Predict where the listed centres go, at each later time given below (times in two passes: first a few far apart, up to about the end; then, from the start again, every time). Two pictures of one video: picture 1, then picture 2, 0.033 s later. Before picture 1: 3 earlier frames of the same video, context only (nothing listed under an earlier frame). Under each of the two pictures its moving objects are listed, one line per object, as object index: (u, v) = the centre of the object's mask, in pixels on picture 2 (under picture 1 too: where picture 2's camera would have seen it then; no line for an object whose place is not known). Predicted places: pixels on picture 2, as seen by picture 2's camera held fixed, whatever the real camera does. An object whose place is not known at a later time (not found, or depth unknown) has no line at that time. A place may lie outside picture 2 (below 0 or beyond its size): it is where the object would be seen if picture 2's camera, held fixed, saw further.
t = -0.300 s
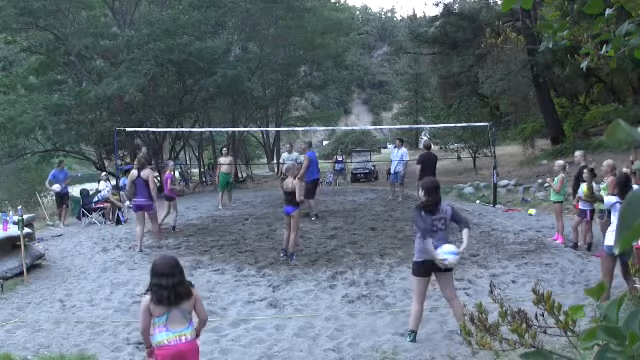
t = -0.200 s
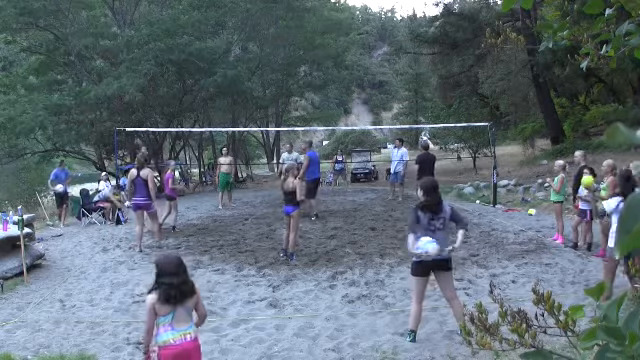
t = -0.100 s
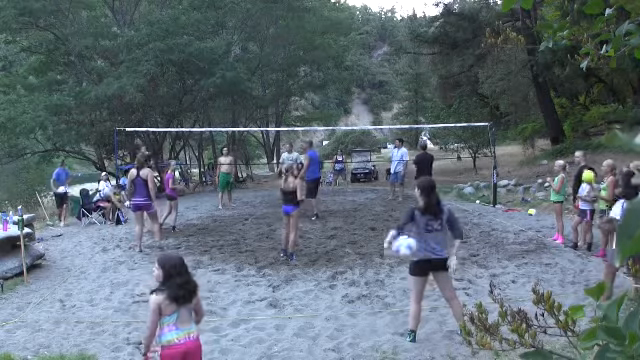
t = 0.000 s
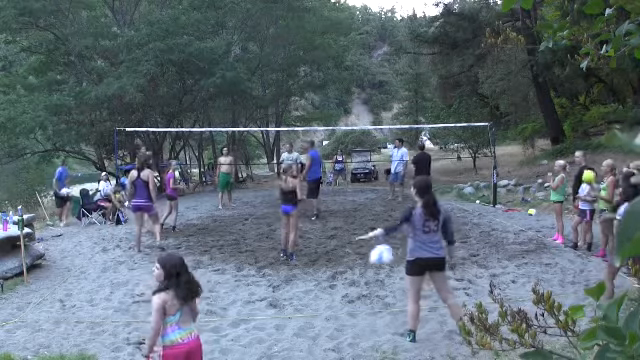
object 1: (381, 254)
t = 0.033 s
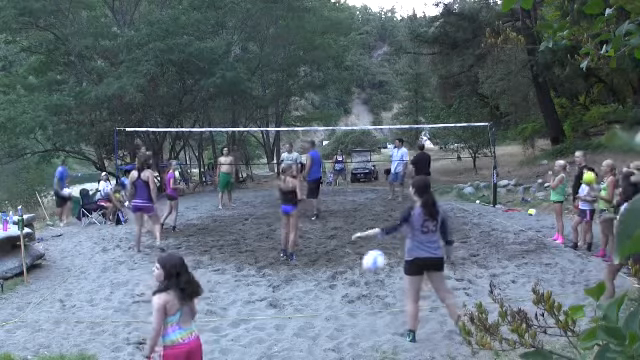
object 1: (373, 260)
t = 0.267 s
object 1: (325, 329)
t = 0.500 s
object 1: (285, 326)
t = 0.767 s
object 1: (253, 318)
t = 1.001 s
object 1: (234, 316)
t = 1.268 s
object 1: (219, 313)
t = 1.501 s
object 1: (208, 313)
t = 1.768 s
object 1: (197, 312)
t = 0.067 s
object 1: (366, 267)
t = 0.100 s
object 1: (360, 275)
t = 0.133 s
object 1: (353, 283)
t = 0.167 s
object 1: (346, 293)
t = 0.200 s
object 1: (338, 304)
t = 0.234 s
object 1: (332, 316)
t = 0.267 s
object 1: (325, 329)
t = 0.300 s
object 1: (318, 336)
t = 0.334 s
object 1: (312, 333)
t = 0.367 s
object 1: (307, 328)
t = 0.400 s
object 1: (301, 326)
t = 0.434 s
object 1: (296, 325)
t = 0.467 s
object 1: (290, 325)
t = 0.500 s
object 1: (285, 326)
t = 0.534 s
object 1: (281, 326)
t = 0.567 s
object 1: (277, 324)
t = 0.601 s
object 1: (272, 323)
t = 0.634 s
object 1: (268, 321)
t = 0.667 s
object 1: (264, 321)
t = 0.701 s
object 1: (260, 321)
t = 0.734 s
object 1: (257, 320)
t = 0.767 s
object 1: (253, 318)
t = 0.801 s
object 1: (250, 317)
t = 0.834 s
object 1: (247, 317)
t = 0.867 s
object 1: (245, 317)
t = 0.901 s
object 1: (242, 316)
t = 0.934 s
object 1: (238, 317)
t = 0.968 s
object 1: (236, 317)
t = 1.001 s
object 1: (234, 316)
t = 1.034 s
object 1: (232, 315)
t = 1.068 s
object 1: (230, 314)
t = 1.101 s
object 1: (228, 314)
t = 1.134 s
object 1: (227, 314)
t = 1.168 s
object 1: (224, 313)
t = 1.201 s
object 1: (223, 313)
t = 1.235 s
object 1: (221, 313)
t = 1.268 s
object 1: (219, 313)
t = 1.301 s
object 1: (218, 313)
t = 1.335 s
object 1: (216, 313)
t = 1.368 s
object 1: (214, 313)
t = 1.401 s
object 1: (213, 313)
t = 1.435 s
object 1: (211, 313)
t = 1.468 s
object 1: (210, 313)
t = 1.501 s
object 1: (208, 313)
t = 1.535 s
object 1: (207, 313)
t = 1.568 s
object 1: (206, 313)
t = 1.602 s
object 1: (204, 313)
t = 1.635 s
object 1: (202, 313)
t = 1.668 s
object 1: (201, 312)
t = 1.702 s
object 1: (199, 312)
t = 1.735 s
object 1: (198, 312)
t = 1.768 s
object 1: (197, 312)
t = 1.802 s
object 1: (197, 312)
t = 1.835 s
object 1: (196, 312)
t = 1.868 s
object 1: (196, 312)
